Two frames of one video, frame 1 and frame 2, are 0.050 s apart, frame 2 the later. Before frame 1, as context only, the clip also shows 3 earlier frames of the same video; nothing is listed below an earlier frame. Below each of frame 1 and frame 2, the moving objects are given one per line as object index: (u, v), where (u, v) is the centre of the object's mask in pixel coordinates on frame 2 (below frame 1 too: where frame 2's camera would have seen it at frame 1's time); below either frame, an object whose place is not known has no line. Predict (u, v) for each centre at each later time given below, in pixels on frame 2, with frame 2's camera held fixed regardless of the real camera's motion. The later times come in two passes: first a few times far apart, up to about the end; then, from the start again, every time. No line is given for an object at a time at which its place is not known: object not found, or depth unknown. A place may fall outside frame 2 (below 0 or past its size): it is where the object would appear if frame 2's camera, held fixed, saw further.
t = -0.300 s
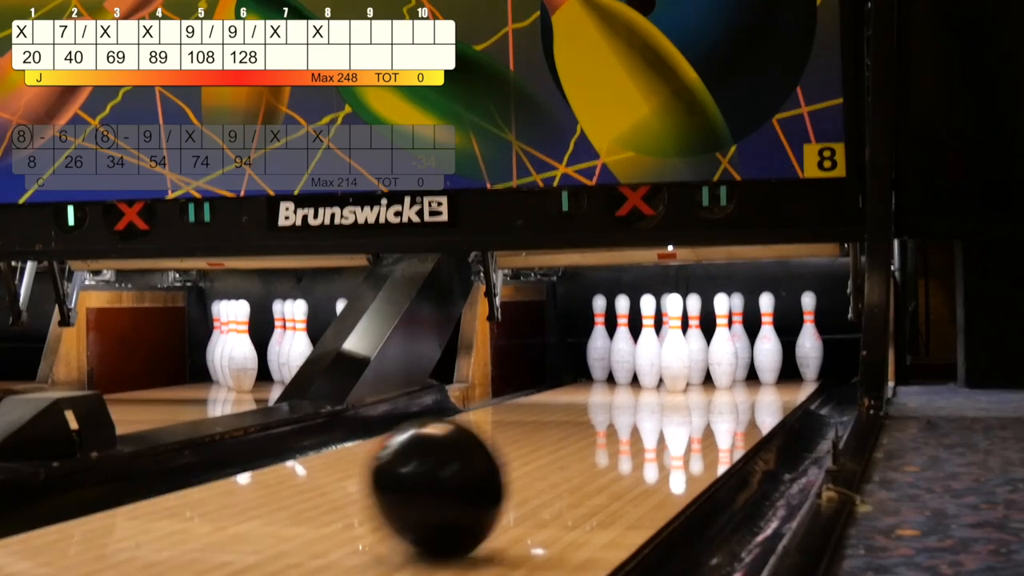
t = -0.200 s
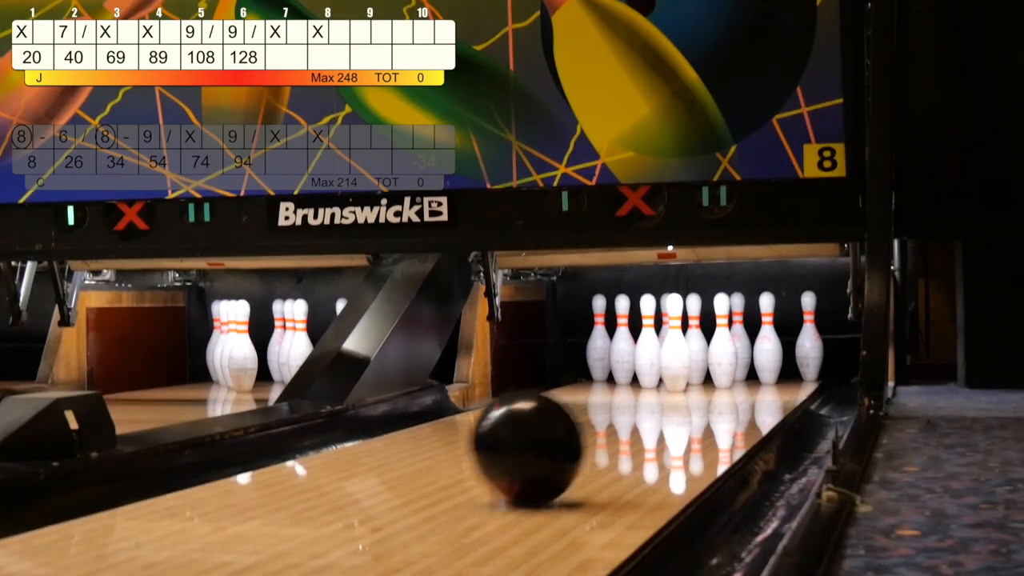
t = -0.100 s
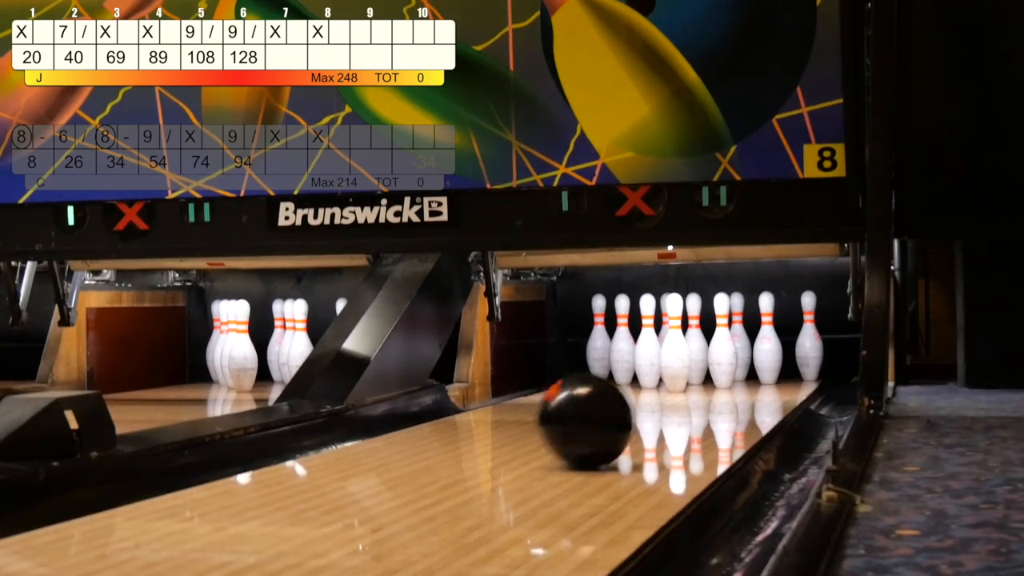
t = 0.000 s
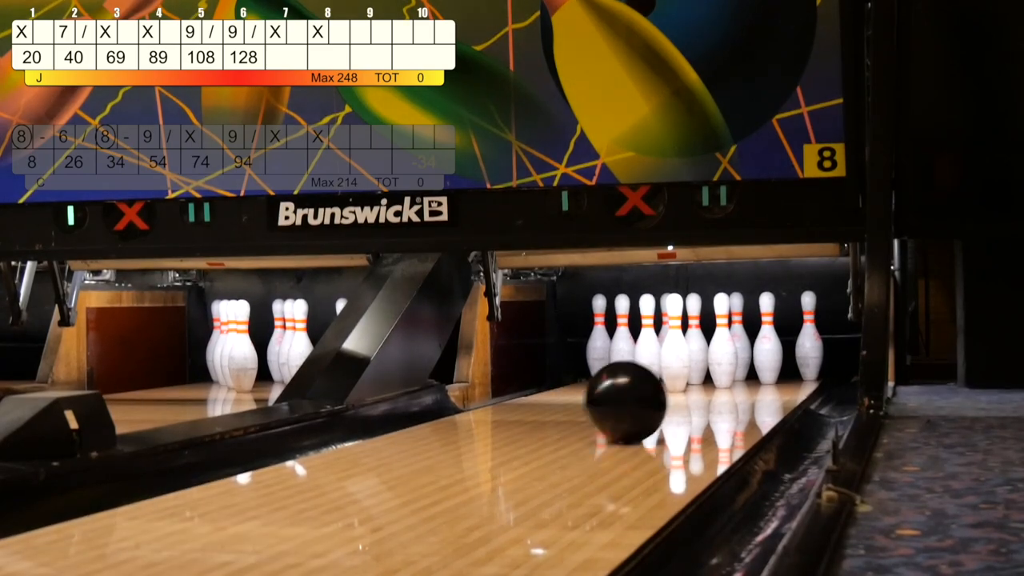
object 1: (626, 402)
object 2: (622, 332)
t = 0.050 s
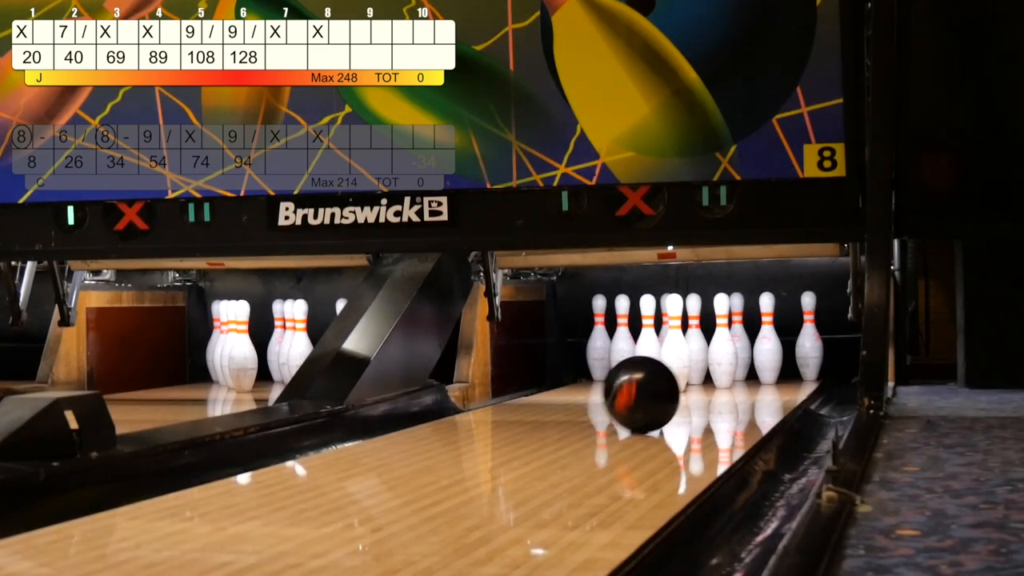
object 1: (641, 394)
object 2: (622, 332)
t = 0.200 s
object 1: (675, 376)
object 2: (622, 344)
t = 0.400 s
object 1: (710, 363)
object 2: (620, 339)
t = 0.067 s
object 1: (646, 392)
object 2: (622, 333)
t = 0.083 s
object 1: (650, 389)
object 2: (621, 335)
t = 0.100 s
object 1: (654, 387)
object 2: (621, 338)
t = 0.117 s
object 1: (658, 385)
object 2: (622, 340)
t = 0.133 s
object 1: (662, 383)
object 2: (622, 342)
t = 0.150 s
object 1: (666, 381)
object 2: (622, 343)
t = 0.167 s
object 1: (669, 379)
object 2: (622, 344)
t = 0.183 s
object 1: (672, 378)
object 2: (622, 344)
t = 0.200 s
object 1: (675, 376)
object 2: (622, 344)
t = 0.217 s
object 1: (678, 375)
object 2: (622, 344)
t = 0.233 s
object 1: (680, 373)
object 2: (623, 344)
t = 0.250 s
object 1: (683, 372)
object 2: (623, 344)
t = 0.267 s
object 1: (686, 370)
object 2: (623, 344)
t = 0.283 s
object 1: (688, 369)
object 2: (623, 344)
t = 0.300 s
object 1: (690, 368)
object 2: (623, 344)
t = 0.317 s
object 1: (692, 367)
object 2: (623, 344)
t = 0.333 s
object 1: (694, 366)
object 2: (623, 344)
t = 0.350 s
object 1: (698, 365)
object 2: (623, 344)
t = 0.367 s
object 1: (703, 364)
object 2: (622, 344)
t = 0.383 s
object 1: (708, 364)
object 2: (621, 342)
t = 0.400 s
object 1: (710, 363)
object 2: (620, 339)
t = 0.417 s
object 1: (714, 362)
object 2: (615, 337)
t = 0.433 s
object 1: (716, 361)
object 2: (616, 322)
